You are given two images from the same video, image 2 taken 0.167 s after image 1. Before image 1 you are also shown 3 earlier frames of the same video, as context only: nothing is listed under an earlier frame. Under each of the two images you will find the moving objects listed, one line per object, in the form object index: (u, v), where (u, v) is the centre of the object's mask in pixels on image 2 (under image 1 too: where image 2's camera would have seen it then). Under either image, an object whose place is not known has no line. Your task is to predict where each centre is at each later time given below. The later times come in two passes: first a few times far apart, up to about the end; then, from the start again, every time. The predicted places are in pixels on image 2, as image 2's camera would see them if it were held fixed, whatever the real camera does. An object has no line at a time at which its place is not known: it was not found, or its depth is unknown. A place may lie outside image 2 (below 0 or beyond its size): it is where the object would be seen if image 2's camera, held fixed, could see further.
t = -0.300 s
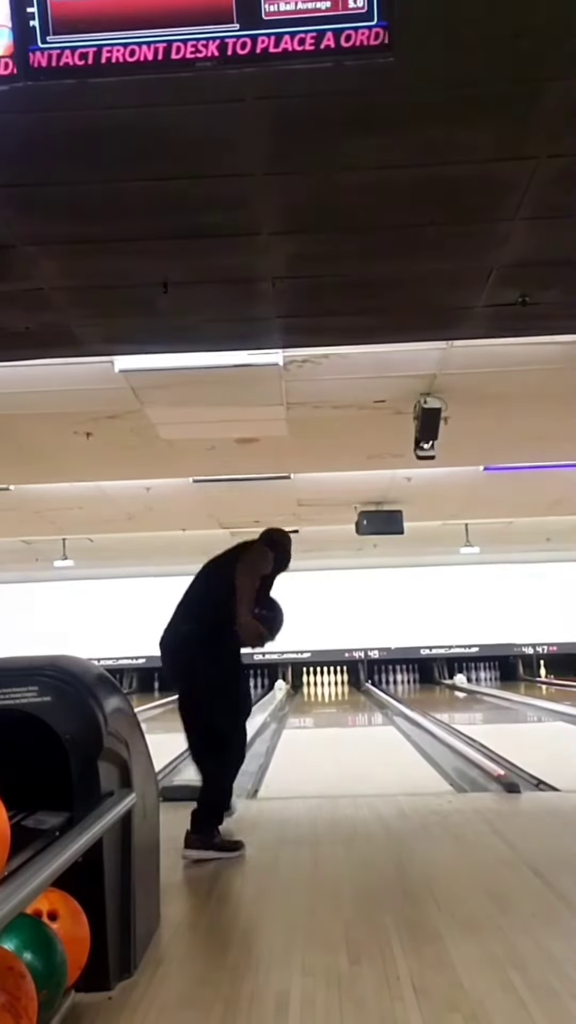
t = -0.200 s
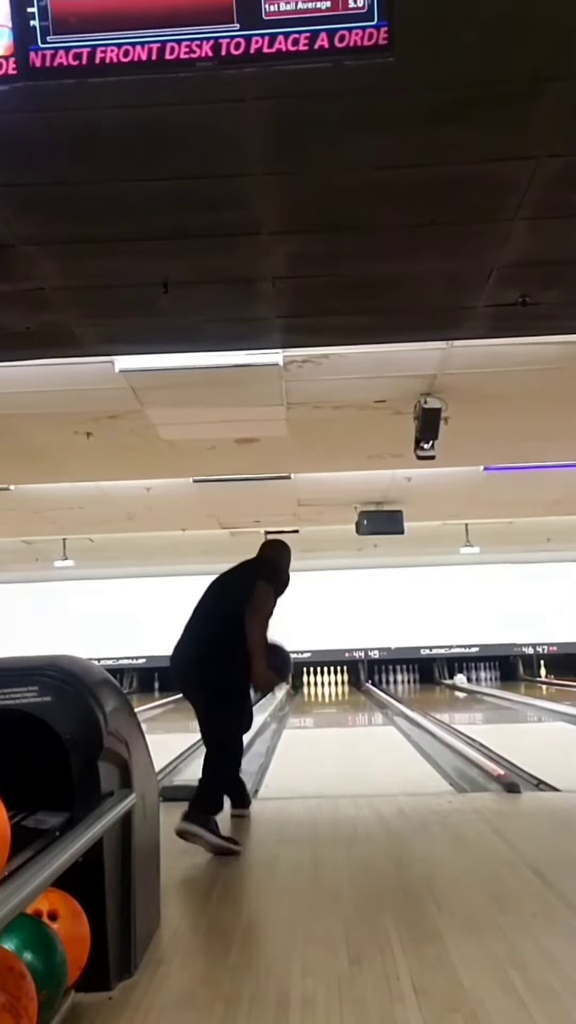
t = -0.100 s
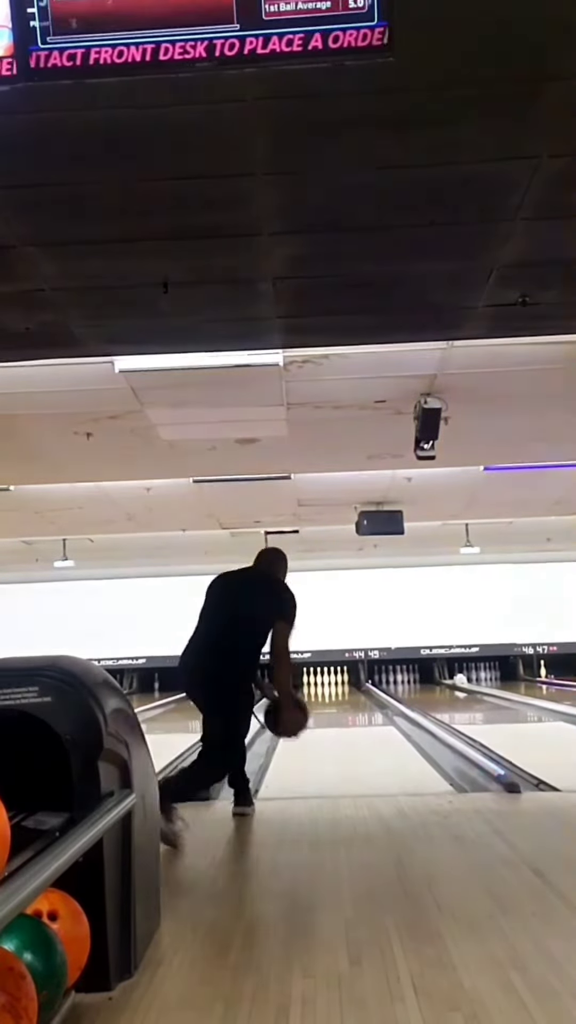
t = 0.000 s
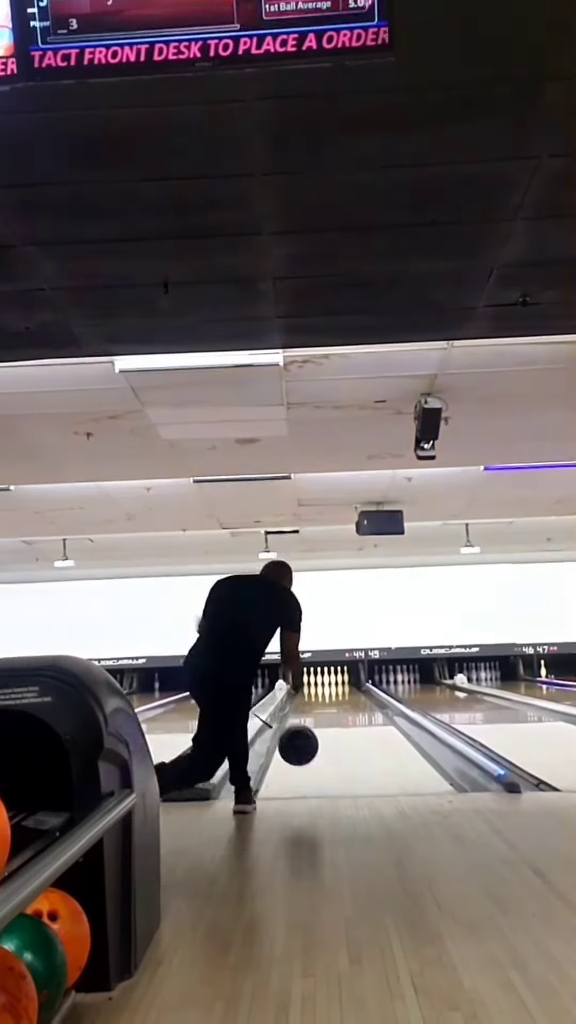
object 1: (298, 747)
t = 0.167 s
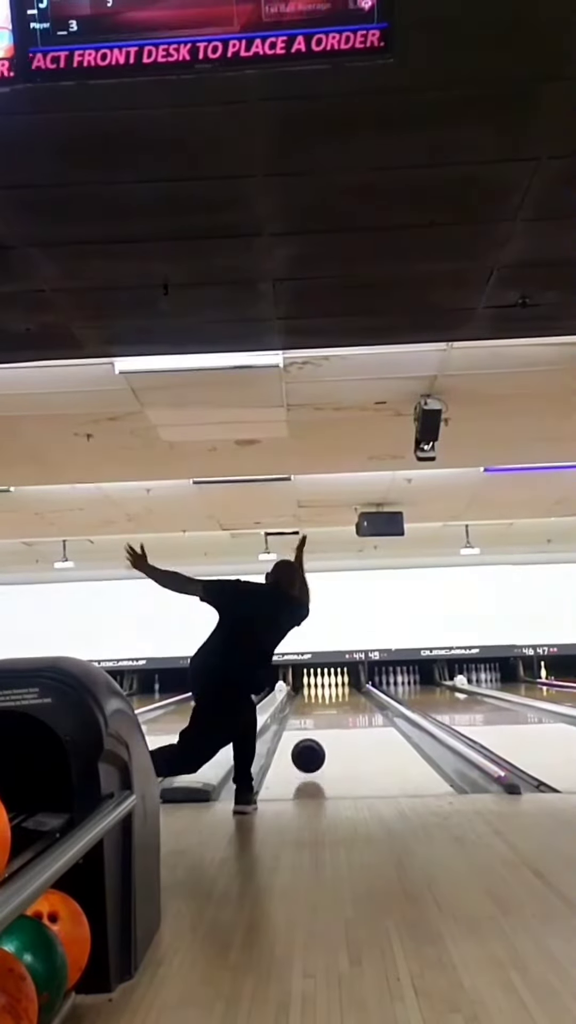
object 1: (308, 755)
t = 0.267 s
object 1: (312, 749)
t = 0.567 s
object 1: (320, 728)
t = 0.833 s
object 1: (325, 716)
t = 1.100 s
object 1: (328, 708)
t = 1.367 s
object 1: (329, 702)
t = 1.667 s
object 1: (331, 695)
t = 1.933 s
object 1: (330, 691)
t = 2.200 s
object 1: (329, 688)
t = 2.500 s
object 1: (326, 686)
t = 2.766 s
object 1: (322, 684)
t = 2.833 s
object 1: (321, 683)
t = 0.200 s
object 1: (310, 754)
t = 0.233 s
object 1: (311, 752)
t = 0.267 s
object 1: (312, 749)
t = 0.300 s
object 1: (313, 746)
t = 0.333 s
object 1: (314, 743)
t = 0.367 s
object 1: (315, 741)
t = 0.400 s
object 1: (316, 738)
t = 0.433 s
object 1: (317, 736)
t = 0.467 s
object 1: (317, 734)
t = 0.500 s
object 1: (318, 732)
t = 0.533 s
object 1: (319, 730)
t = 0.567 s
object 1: (320, 728)
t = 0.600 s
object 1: (321, 726)
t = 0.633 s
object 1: (321, 724)
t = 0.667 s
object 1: (322, 723)
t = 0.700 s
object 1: (322, 721)
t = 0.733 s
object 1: (323, 720)
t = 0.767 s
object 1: (324, 719)
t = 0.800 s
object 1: (324, 718)
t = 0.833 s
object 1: (325, 716)
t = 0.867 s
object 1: (325, 716)
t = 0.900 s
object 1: (325, 714)
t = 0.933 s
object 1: (325, 714)
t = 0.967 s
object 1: (326, 712)
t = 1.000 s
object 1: (326, 711)
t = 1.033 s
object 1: (327, 710)
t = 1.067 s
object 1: (327, 709)
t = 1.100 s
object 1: (328, 708)
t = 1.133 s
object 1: (328, 707)
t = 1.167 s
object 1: (328, 706)
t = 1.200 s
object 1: (328, 705)
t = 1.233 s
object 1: (328, 704)
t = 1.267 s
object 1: (329, 704)
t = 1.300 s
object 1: (329, 703)
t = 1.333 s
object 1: (329, 702)
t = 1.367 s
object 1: (329, 702)
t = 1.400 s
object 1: (329, 701)
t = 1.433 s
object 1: (330, 701)
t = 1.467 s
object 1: (330, 700)
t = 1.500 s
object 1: (330, 699)
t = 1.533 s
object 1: (330, 698)
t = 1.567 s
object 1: (330, 698)
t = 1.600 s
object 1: (330, 696)
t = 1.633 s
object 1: (330, 696)
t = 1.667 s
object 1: (331, 695)
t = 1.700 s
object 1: (331, 694)
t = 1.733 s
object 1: (331, 694)
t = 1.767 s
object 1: (330, 693)
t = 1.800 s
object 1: (331, 693)
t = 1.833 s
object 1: (330, 692)
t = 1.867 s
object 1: (331, 692)
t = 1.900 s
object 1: (331, 692)
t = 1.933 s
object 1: (330, 691)
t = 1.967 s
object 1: (330, 691)
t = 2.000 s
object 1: (330, 691)
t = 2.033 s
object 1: (330, 690)
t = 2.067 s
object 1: (330, 690)
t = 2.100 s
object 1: (330, 689)
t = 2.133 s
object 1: (330, 689)
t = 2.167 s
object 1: (329, 688)
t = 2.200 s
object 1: (329, 688)
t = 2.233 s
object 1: (329, 688)
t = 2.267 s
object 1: (328, 687)
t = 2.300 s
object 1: (328, 687)
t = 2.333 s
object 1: (327, 687)
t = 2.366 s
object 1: (327, 687)
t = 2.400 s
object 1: (327, 687)
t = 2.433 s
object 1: (327, 686)
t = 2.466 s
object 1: (326, 686)
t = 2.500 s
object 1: (326, 686)
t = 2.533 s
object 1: (325, 685)
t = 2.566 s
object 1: (325, 685)
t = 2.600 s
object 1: (325, 685)
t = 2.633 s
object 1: (324, 684)
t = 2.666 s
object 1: (324, 684)
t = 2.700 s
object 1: (324, 684)
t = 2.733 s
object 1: (323, 684)
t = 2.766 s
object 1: (322, 684)
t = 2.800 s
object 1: (322, 683)
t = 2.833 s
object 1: (321, 683)
